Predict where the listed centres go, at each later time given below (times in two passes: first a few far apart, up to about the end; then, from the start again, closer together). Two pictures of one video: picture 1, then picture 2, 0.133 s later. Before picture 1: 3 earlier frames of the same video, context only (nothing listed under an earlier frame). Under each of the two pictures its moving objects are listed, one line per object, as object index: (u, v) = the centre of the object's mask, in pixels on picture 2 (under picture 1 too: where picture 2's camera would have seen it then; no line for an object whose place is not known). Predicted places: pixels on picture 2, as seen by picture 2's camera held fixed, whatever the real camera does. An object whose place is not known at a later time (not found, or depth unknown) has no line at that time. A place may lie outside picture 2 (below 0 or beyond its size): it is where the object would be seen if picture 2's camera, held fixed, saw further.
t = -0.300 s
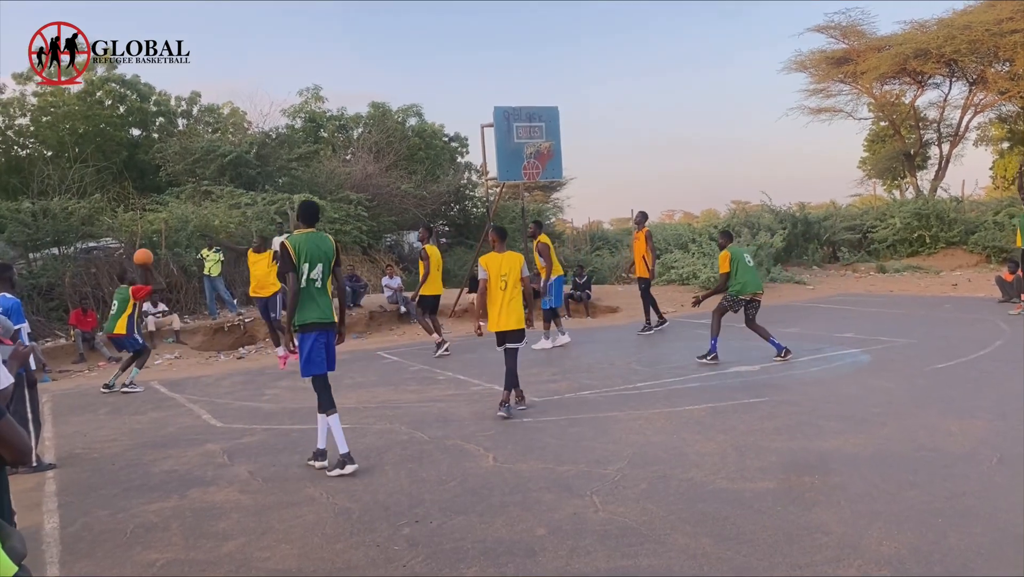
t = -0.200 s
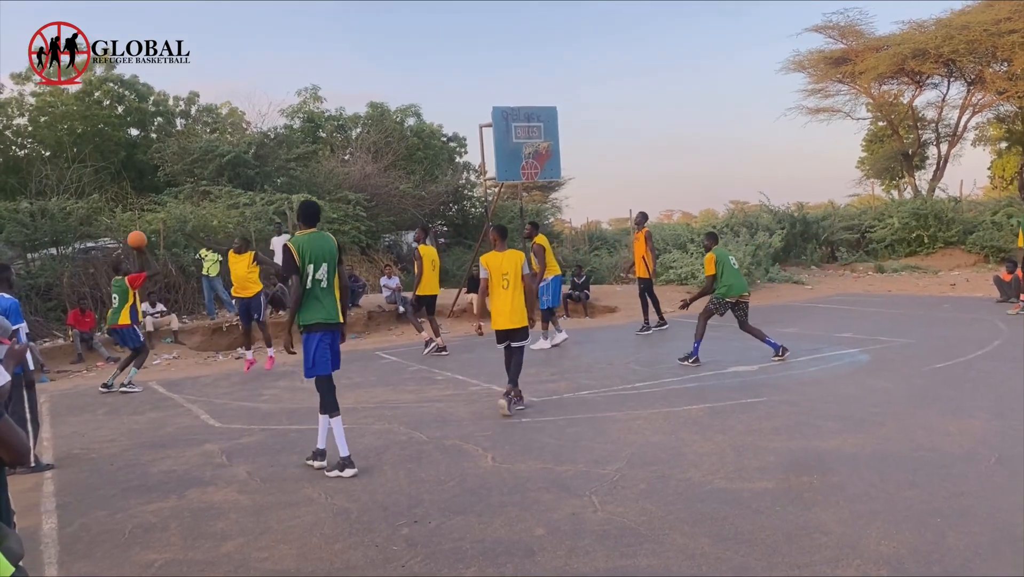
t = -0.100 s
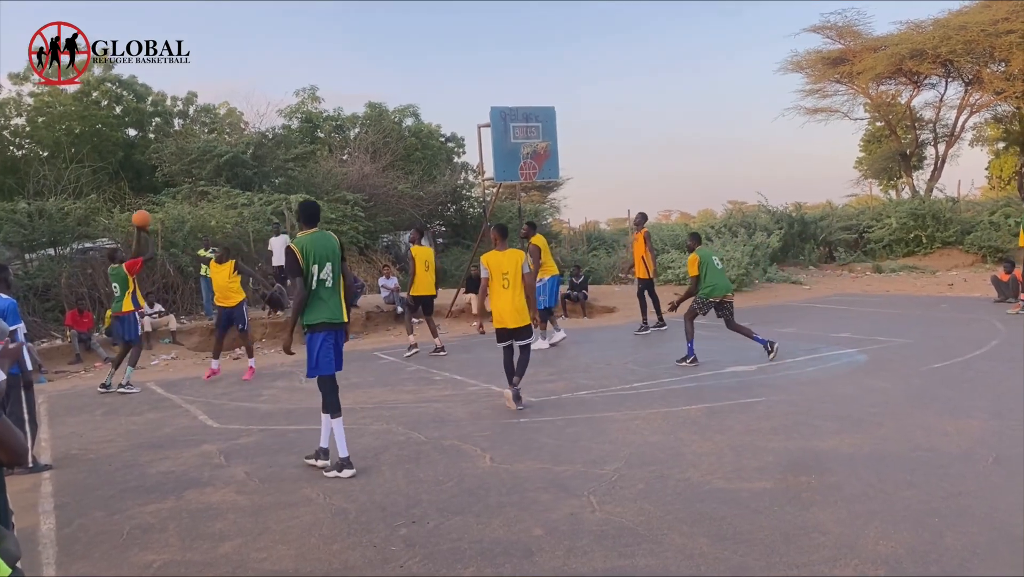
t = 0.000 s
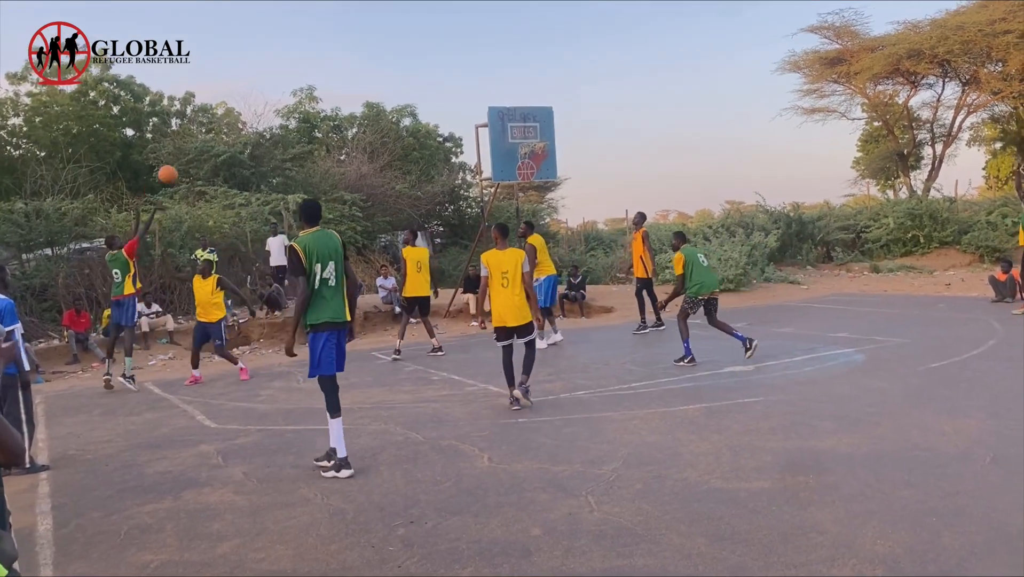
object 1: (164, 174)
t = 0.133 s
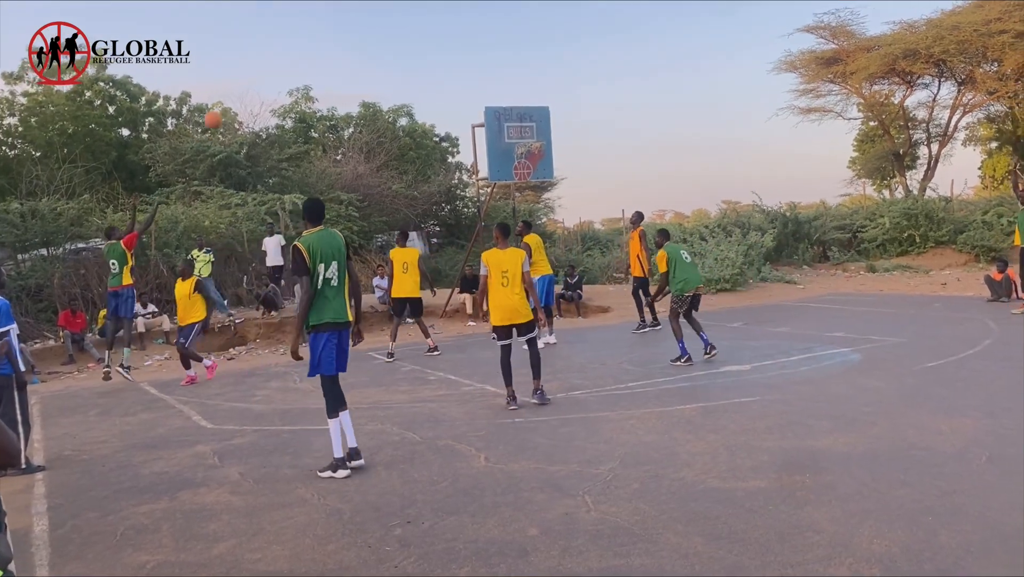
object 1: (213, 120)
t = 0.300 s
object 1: (273, 75)
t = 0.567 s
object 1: (362, 48)
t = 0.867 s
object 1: (454, 75)
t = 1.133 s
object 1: (527, 139)
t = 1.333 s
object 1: (527, 159)
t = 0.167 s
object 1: (225, 109)
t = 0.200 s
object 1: (237, 99)
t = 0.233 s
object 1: (249, 90)
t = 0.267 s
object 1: (261, 82)
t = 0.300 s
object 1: (273, 75)
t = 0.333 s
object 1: (284, 69)
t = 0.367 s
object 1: (296, 63)
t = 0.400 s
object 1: (307, 58)
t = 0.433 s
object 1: (319, 54)
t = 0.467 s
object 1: (330, 52)
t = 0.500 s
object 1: (341, 49)
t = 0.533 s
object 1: (351, 48)
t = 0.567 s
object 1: (362, 48)
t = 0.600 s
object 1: (373, 48)
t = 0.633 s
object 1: (384, 49)
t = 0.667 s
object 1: (394, 51)
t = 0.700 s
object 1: (404, 53)
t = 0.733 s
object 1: (415, 56)
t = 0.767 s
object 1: (425, 60)
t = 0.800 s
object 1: (434, 64)
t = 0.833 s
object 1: (444, 69)
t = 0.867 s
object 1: (454, 75)
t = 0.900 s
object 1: (463, 81)
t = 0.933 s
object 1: (473, 88)
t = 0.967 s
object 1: (482, 96)
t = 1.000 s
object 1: (491, 104)
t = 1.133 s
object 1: (527, 139)
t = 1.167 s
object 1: (533, 142)
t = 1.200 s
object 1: (537, 146)
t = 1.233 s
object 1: (536, 148)
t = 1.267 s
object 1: (533, 151)
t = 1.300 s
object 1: (529, 155)
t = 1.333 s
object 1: (527, 159)
